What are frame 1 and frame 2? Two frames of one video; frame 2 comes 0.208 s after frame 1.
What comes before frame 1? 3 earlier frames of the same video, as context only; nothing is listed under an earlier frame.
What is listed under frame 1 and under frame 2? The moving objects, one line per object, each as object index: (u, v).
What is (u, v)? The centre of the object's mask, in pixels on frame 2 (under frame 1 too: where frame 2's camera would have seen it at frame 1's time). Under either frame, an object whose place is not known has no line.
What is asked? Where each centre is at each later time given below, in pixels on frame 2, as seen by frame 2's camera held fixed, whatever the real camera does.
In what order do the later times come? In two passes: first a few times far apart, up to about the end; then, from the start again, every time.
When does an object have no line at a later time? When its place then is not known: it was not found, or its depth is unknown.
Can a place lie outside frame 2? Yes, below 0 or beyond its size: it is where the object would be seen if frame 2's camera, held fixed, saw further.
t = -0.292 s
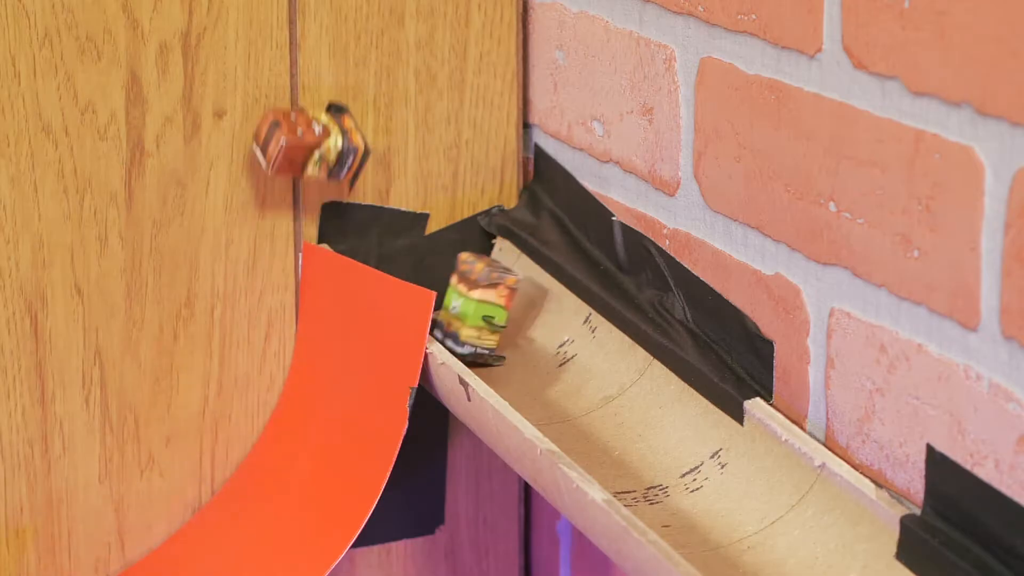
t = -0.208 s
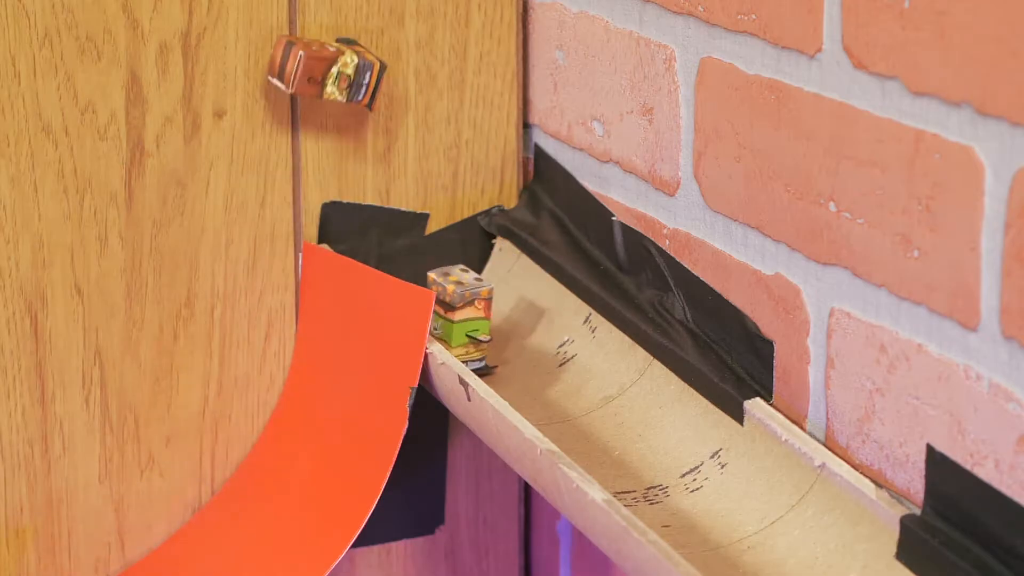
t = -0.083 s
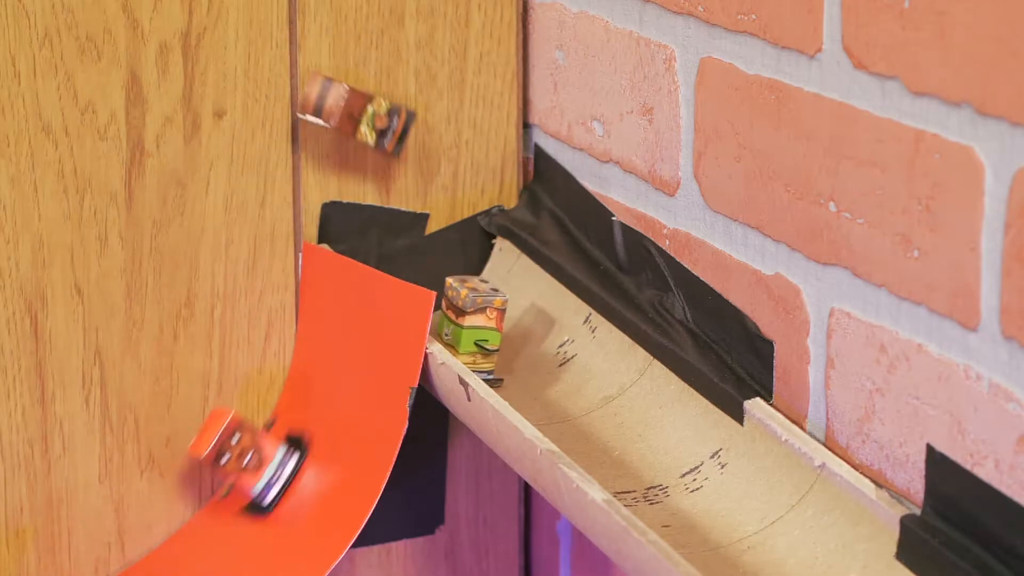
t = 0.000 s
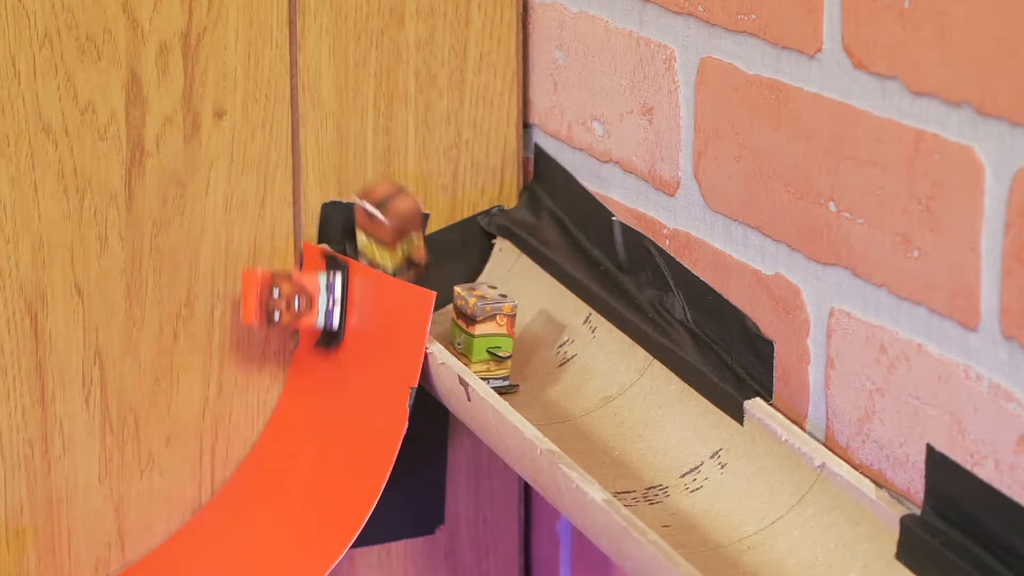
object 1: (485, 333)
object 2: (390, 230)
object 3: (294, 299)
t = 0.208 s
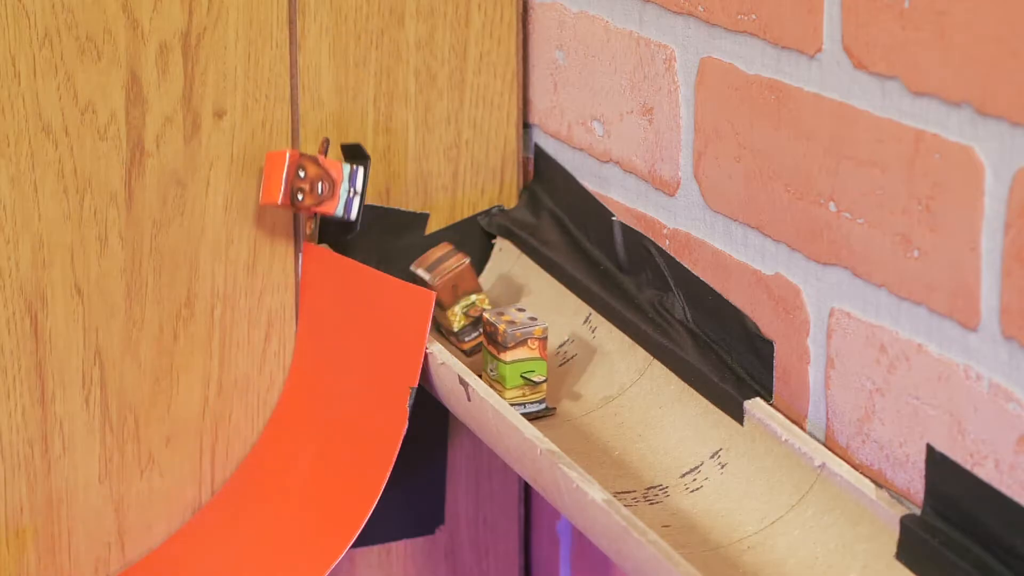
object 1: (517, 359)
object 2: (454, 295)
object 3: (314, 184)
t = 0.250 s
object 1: (524, 365)
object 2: (447, 303)
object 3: (331, 193)
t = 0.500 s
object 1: (571, 405)
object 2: (469, 320)
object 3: (428, 259)
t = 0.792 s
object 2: (517, 359)
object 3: (452, 297)
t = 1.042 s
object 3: (480, 325)
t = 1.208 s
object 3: (510, 349)
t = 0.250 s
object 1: (524, 365)
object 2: (447, 303)
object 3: (331, 193)
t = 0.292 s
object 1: (531, 370)
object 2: (448, 303)
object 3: (367, 197)
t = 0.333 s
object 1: (538, 376)
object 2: (457, 306)
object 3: (405, 225)
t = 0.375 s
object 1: (545, 383)
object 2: (462, 309)
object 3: (437, 253)
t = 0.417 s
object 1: (553, 390)
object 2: (463, 314)
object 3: (423, 256)
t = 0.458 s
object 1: (561, 397)
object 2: (465, 317)
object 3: (426, 257)
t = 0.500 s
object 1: (571, 405)
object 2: (469, 320)
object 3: (428, 259)
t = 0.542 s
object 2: (474, 324)
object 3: (431, 267)
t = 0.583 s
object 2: (480, 329)
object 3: (434, 272)
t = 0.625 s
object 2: (487, 334)
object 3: (438, 278)
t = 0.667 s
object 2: (495, 341)
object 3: (442, 283)
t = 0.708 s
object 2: (502, 347)
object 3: (445, 288)
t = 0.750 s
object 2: (509, 353)
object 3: (449, 293)
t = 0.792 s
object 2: (517, 359)
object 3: (452, 297)
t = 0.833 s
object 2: (525, 366)
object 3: (456, 301)
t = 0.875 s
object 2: (534, 373)
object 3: (460, 306)
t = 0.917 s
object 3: (464, 310)
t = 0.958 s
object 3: (469, 315)
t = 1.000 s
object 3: (474, 320)
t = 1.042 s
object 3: (480, 325)
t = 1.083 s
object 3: (488, 331)
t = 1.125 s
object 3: (494, 337)
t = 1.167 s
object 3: (502, 343)
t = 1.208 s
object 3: (510, 349)
